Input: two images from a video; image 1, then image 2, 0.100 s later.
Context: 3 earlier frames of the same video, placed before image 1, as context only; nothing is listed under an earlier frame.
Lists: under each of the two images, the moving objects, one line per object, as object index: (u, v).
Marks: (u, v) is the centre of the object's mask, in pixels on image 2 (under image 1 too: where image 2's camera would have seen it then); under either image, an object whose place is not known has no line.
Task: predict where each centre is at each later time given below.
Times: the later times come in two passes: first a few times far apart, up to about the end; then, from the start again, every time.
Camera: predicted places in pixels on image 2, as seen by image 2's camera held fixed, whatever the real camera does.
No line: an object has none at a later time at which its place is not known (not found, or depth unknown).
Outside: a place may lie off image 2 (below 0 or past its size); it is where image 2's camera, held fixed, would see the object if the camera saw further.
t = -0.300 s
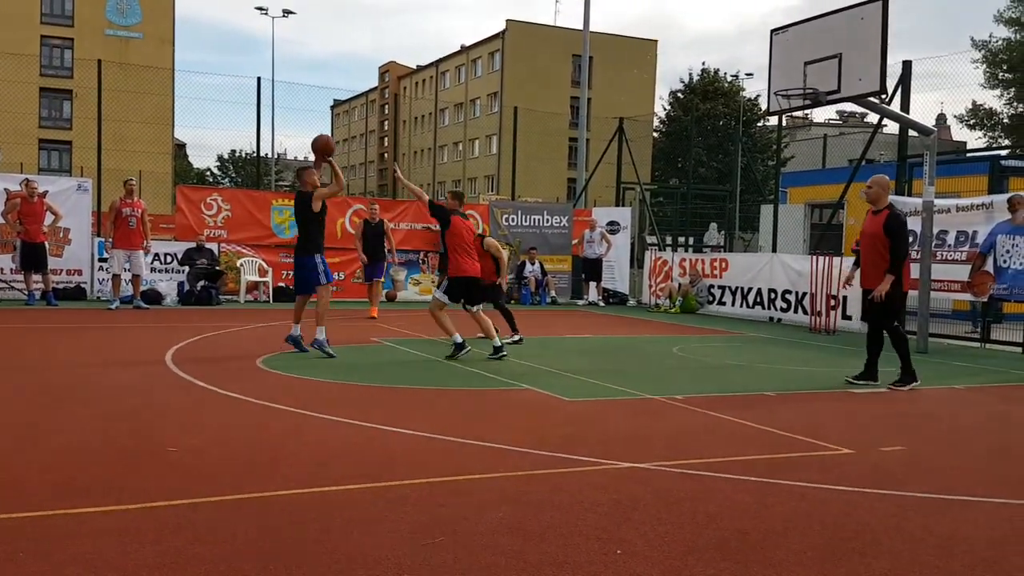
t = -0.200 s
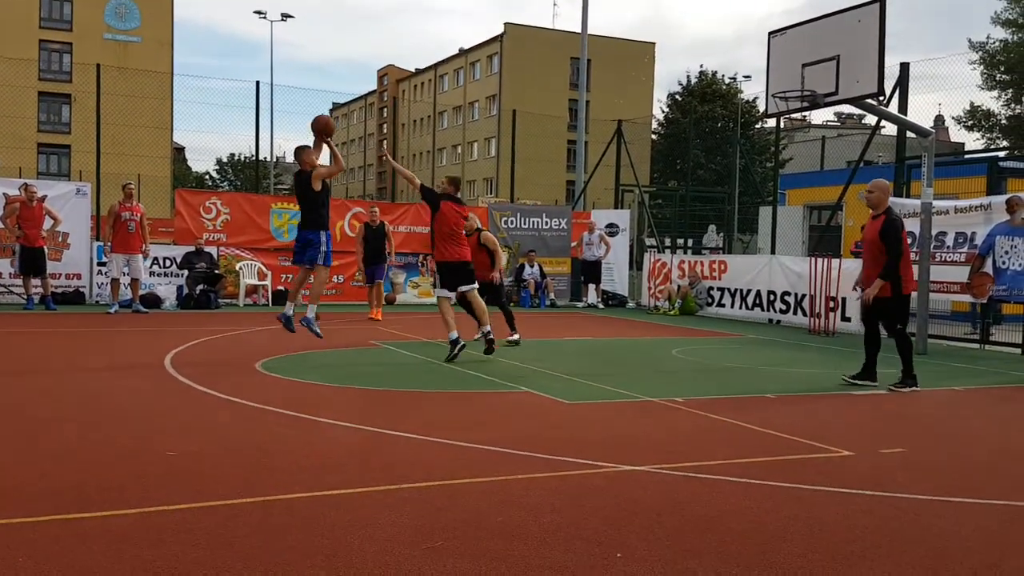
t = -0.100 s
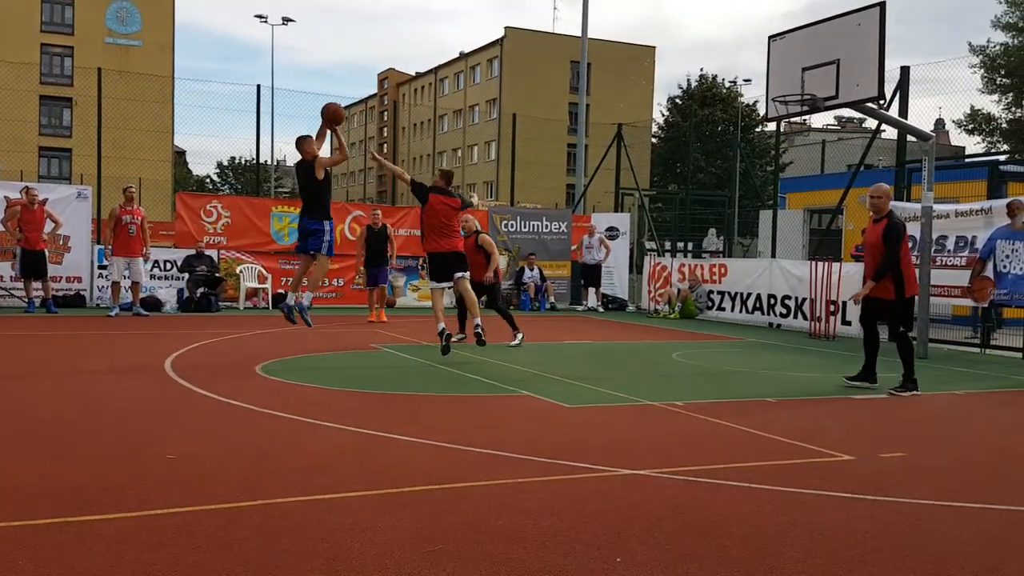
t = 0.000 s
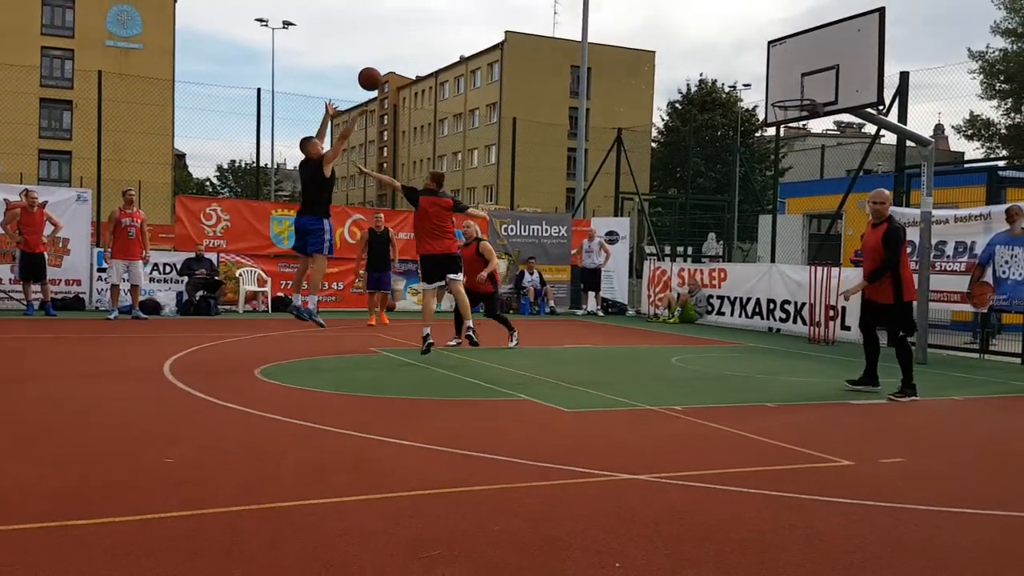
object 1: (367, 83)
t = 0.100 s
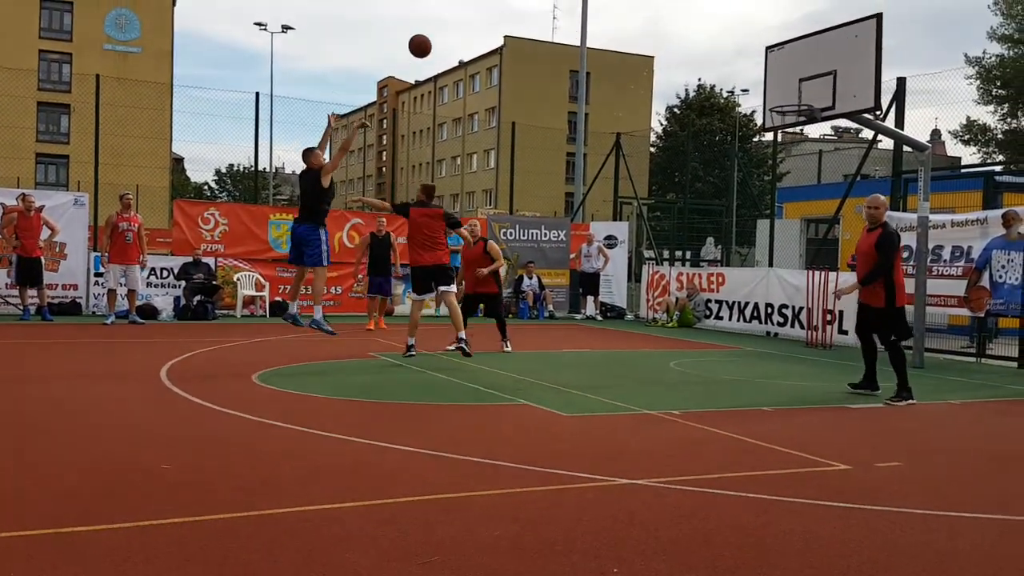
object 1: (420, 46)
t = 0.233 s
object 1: (489, 11)
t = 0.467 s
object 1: (595, -8)
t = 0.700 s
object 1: (694, 19)
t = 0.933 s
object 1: (786, 93)
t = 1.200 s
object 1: (787, 136)
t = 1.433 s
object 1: (775, 155)
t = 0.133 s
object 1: (437, 35)
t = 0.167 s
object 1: (455, 27)
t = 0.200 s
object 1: (472, 18)
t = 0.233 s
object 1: (489, 11)
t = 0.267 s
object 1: (506, 5)
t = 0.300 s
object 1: (521, 0)
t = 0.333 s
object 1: (536, -3)
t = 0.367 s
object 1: (551, -5)
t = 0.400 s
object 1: (566, -6)
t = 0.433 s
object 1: (581, -8)
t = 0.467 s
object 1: (595, -8)
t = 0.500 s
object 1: (609, -8)
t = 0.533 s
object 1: (624, -5)
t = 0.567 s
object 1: (638, -2)
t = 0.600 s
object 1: (652, 2)
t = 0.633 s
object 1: (666, 6)
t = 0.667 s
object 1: (680, 13)
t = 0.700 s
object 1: (694, 19)
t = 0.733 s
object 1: (707, 27)
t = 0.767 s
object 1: (721, 36)
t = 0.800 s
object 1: (734, 46)
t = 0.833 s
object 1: (747, 56)
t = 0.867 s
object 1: (760, 68)
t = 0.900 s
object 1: (773, 80)
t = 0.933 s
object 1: (786, 93)
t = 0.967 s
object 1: (800, 107)
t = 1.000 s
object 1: (804, 120)
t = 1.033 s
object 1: (801, 127)
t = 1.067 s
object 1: (797, 130)
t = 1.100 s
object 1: (794, 133)
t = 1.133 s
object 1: (792, 134)
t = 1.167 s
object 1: (789, 136)
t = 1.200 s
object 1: (787, 136)
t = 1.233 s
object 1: (785, 137)
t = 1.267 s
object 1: (784, 138)
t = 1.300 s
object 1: (783, 140)
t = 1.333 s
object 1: (781, 142)
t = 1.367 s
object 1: (780, 146)
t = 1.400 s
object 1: (777, 151)
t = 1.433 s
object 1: (775, 155)
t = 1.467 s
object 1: (772, 161)
